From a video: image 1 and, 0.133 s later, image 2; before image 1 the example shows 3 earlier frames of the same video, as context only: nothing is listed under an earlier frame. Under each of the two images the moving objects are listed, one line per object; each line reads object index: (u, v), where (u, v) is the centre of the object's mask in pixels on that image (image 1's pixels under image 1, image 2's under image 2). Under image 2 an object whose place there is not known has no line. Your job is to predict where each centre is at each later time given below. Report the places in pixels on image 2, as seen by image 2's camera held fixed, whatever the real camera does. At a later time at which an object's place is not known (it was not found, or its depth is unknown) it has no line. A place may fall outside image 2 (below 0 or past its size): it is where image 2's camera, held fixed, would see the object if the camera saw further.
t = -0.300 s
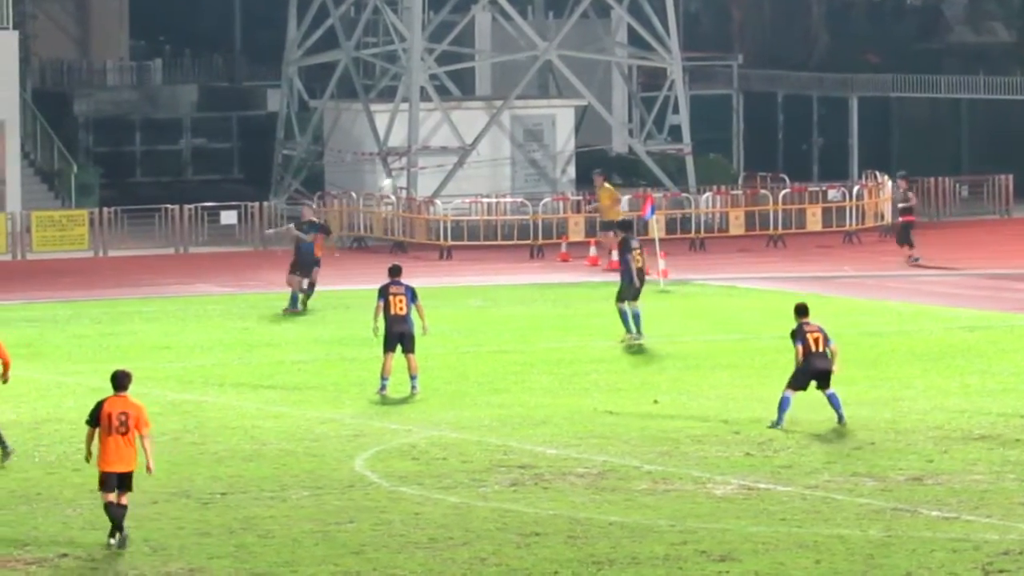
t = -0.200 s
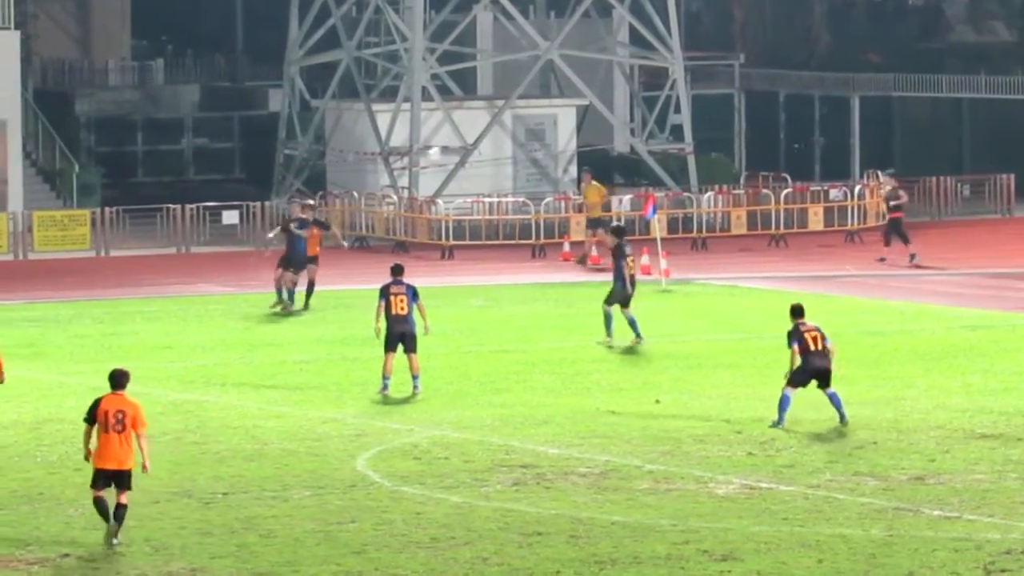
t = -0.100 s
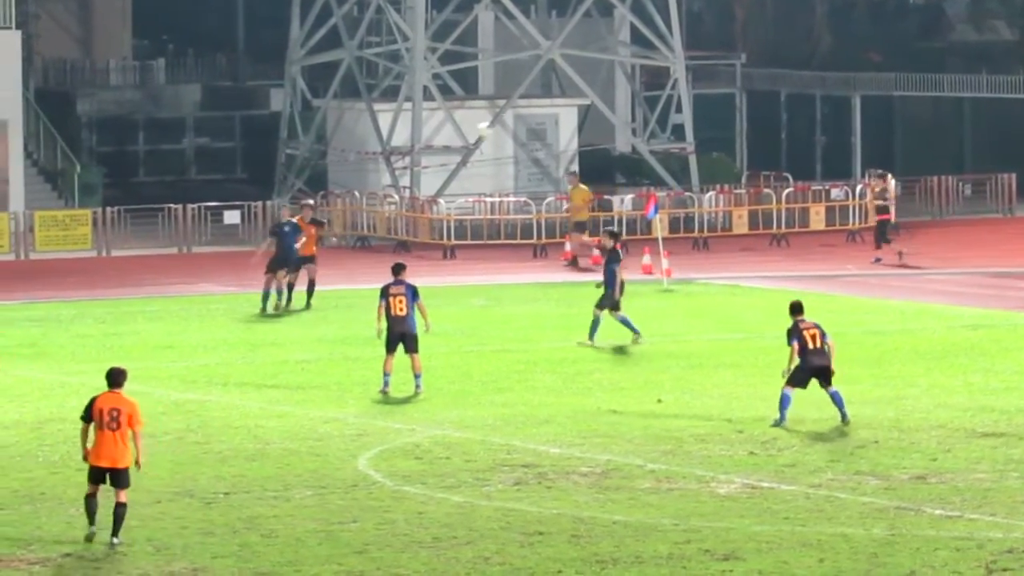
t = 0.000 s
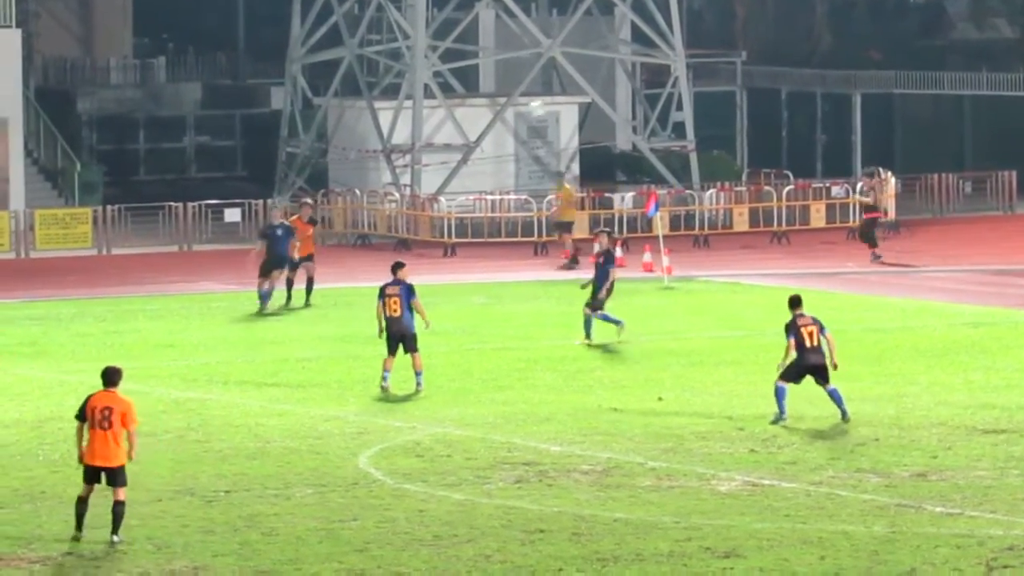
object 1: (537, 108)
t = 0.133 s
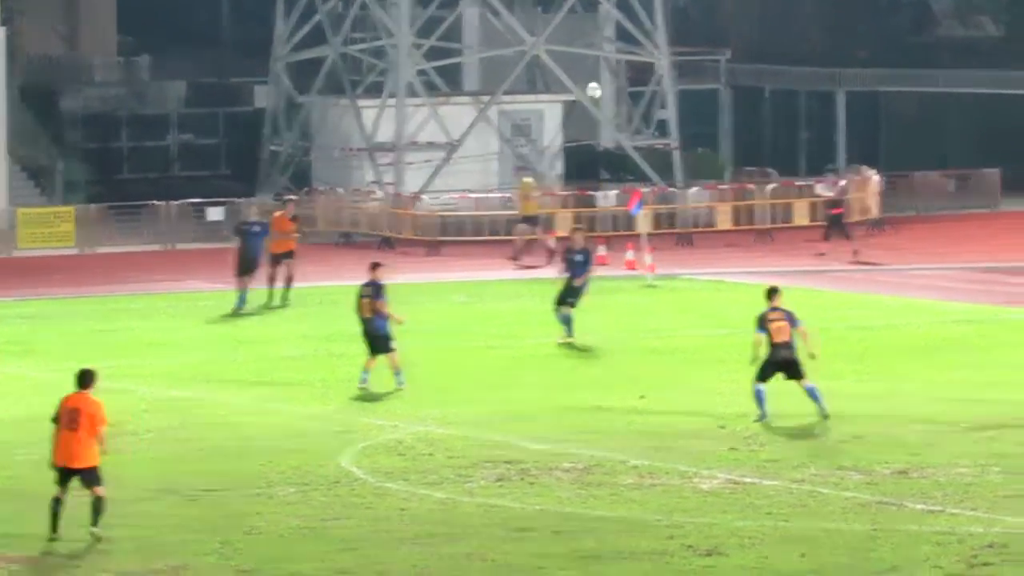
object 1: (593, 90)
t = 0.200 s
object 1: (630, 86)
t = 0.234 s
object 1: (645, 85)
